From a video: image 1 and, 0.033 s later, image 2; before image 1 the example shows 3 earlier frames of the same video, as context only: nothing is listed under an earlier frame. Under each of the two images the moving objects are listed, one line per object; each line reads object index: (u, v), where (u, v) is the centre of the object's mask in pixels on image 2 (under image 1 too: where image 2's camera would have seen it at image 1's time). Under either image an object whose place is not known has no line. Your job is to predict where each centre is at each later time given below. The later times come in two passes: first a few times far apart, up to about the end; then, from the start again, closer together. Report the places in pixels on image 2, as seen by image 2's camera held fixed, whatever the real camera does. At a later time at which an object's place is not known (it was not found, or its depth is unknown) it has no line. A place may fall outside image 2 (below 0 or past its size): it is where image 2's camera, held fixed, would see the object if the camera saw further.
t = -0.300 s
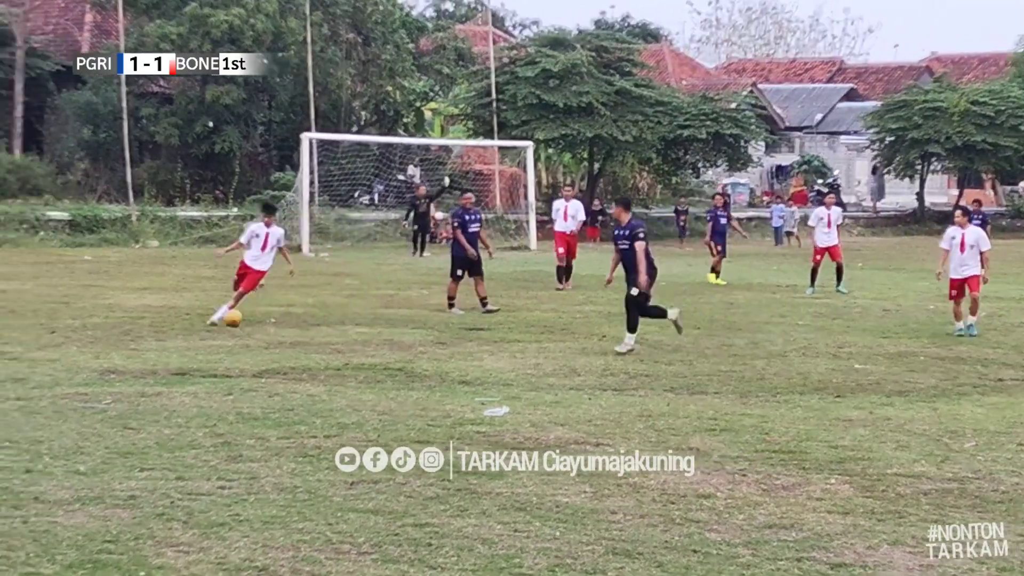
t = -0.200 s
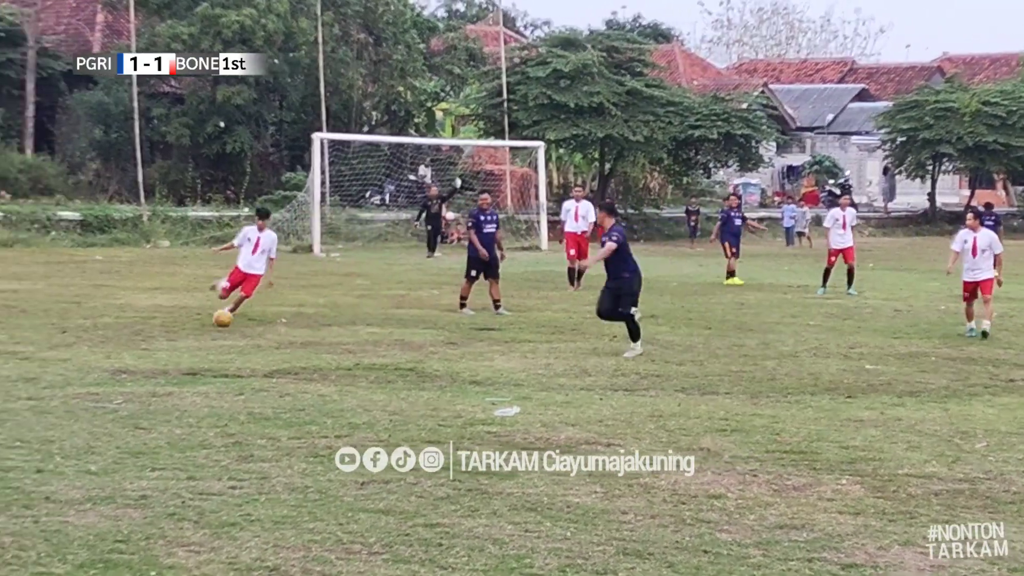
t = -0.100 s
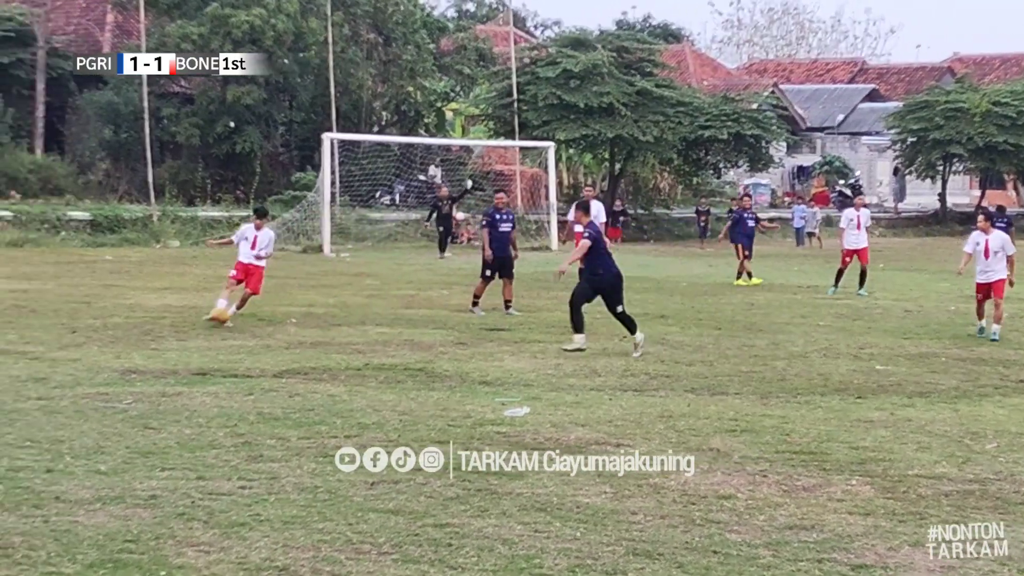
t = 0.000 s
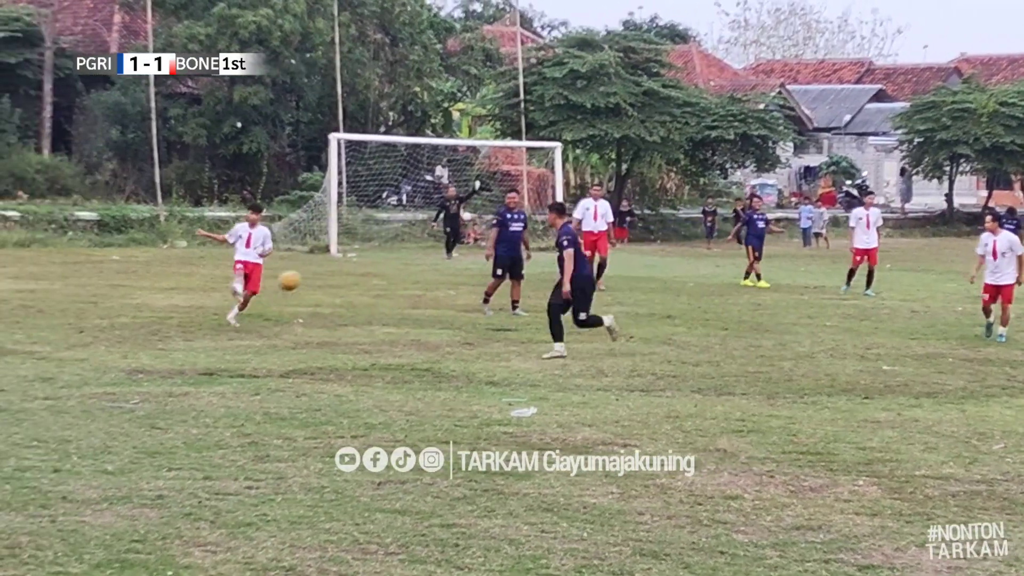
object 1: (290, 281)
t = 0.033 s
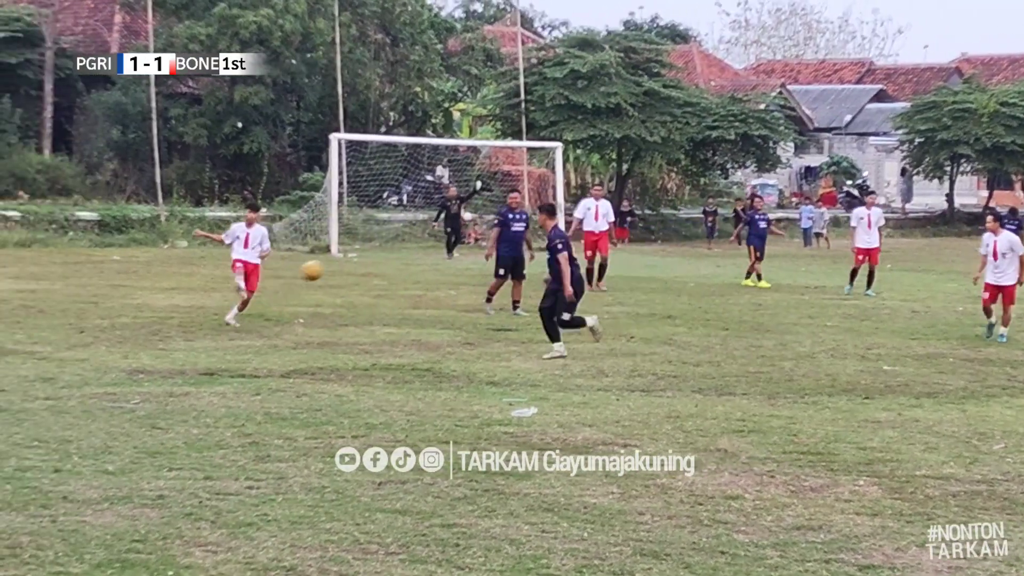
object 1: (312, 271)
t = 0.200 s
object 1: (434, 231)
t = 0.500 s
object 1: (719, 224)
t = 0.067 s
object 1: (334, 262)
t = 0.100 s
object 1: (358, 253)
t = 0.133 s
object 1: (383, 244)
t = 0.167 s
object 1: (408, 237)
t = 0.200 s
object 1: (434, 231)
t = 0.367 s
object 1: (579, 216)
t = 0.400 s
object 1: (616, 217)
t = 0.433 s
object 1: (648, 218)
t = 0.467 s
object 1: (682, 220)
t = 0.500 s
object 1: (719, 224)
